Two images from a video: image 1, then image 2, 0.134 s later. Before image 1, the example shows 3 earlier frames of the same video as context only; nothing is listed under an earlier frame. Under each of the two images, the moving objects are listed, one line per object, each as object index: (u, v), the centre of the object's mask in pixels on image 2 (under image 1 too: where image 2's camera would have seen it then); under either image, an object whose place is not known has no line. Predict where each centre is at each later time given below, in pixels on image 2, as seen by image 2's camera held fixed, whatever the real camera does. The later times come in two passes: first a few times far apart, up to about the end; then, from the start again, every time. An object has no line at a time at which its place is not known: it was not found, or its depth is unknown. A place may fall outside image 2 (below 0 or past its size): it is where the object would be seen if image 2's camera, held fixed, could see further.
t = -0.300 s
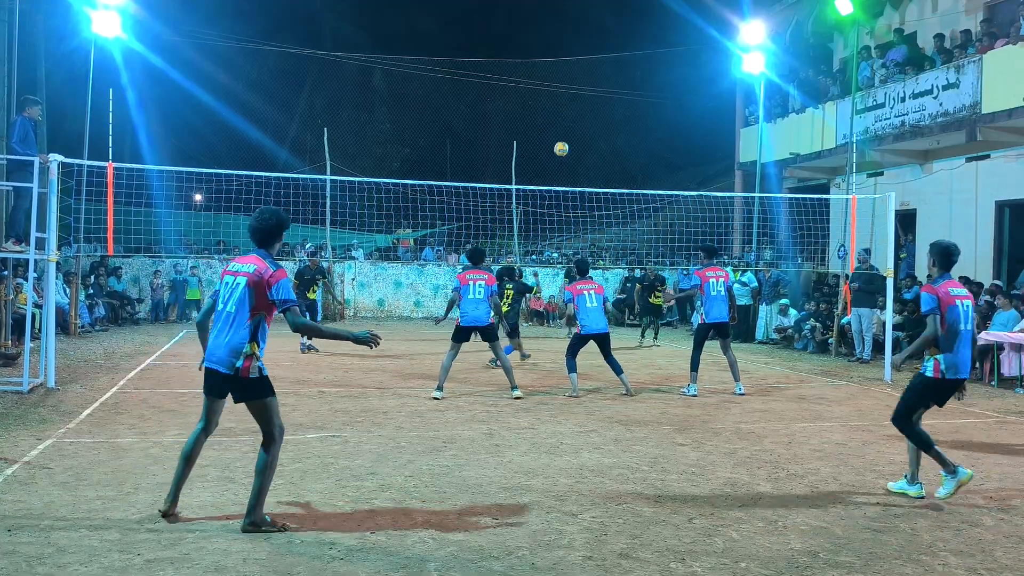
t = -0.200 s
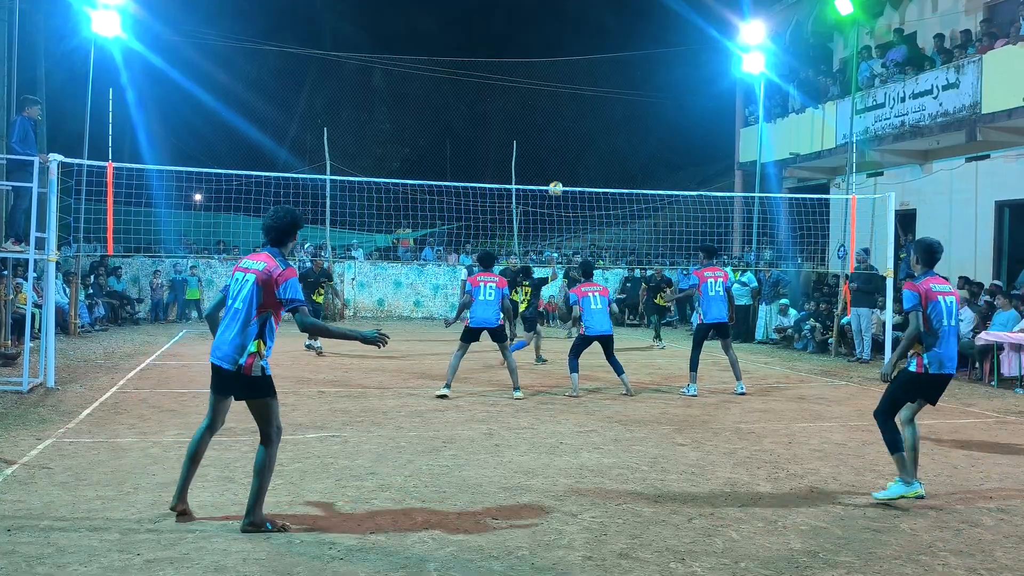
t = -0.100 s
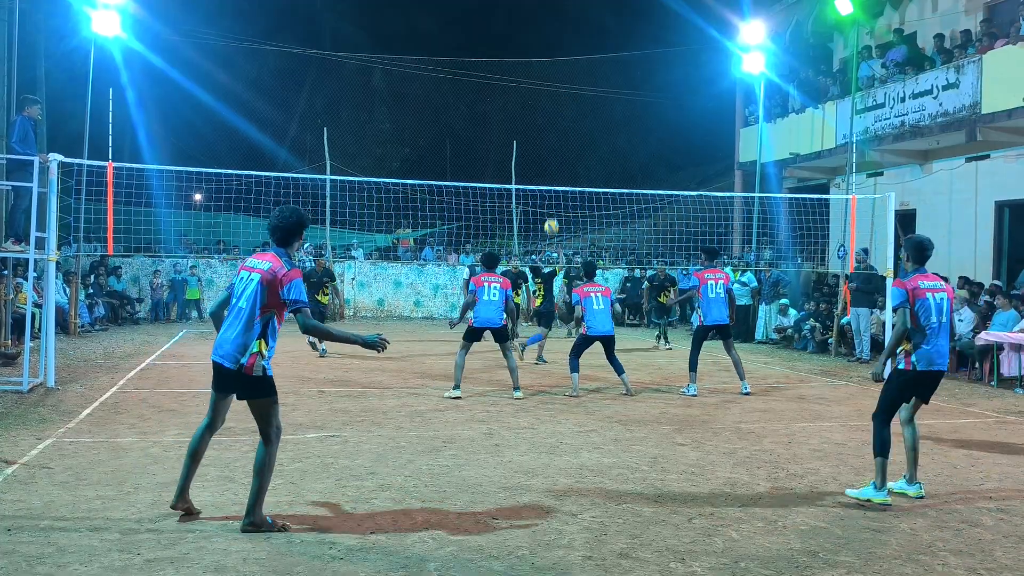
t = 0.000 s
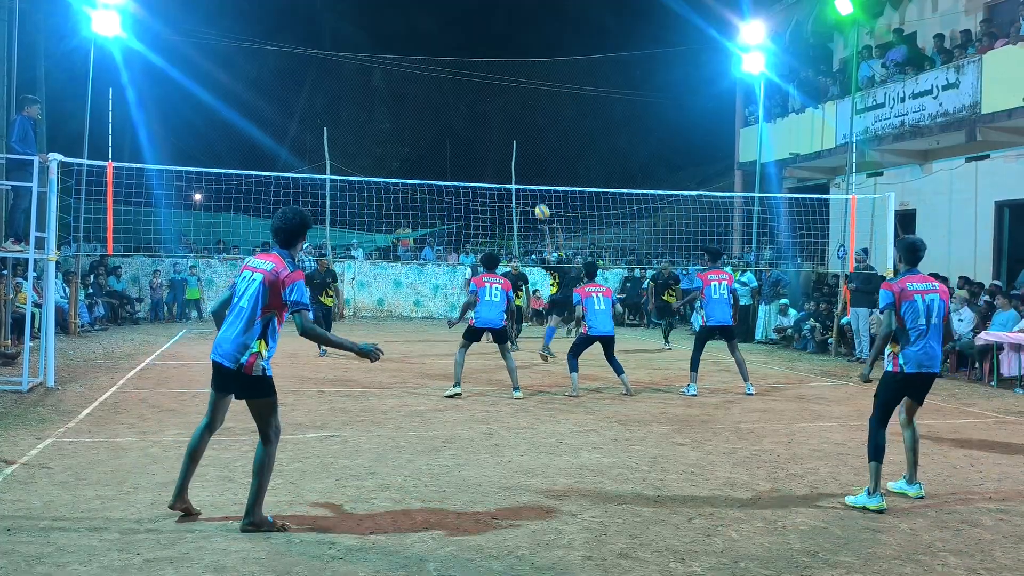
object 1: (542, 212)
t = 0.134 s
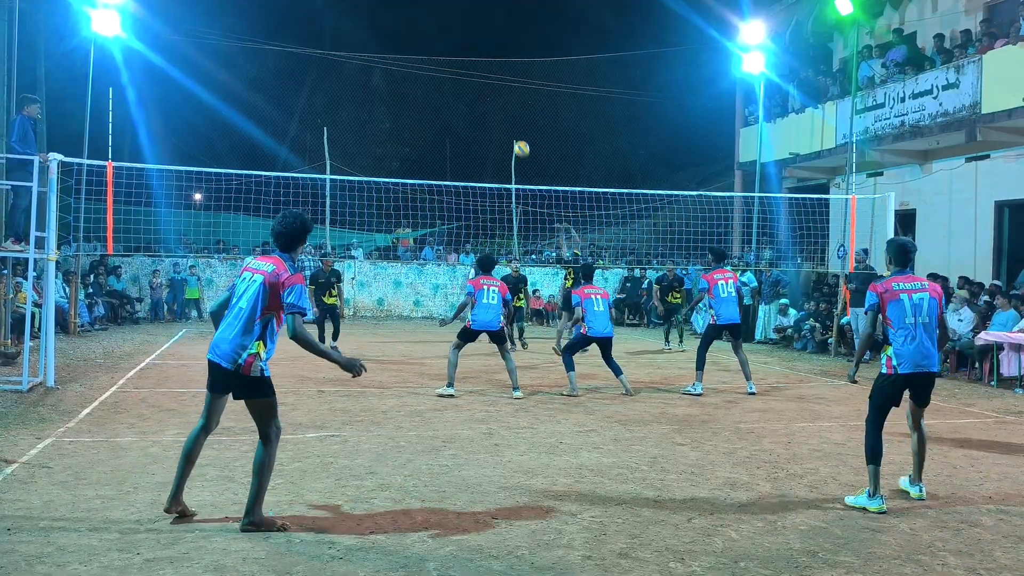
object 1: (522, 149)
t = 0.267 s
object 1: (501, 98)
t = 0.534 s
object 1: (458, 34)
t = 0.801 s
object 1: (413, 20)
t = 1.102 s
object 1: (362, 65)
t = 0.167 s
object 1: (517, 135)
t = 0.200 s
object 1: (511, 122)
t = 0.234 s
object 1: (506, 110)
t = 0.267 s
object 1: (501, 98)
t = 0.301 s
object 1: (495, 88)
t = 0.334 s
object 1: (490, 78)
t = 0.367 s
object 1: (485, 68)
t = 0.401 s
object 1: (479, 60)
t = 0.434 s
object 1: (474, 52)
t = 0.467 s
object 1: (469, 46)
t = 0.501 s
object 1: (463, 40)
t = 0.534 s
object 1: (458, 34)
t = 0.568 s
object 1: (452, 30)
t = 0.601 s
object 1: (447, 26)
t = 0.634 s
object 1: (441, 23)
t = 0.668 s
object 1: (436, 21)
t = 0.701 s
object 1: (430, 19)
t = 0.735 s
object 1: (424, 19)
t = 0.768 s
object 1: (419, 19)
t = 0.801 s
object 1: (413, 20)
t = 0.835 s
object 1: (407, 22)
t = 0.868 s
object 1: (402, 24)
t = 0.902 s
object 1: (396, 28)
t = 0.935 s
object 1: (390, 32)
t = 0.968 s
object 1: (385, 37)
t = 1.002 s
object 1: (379, 43)
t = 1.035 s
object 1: (373, 49)
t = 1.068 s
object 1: (368, 57)
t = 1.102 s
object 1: (362, 65)
